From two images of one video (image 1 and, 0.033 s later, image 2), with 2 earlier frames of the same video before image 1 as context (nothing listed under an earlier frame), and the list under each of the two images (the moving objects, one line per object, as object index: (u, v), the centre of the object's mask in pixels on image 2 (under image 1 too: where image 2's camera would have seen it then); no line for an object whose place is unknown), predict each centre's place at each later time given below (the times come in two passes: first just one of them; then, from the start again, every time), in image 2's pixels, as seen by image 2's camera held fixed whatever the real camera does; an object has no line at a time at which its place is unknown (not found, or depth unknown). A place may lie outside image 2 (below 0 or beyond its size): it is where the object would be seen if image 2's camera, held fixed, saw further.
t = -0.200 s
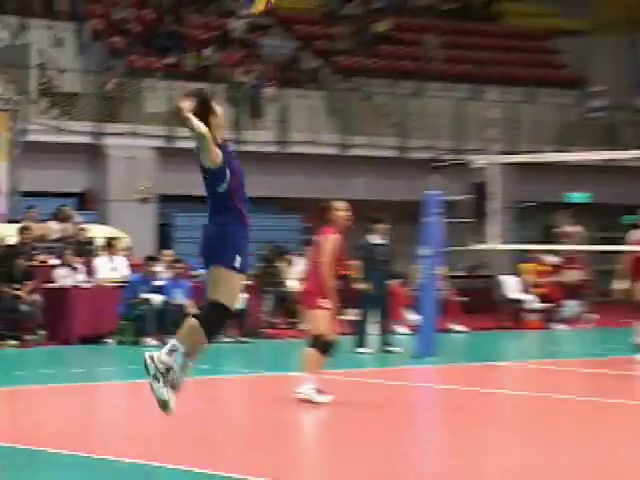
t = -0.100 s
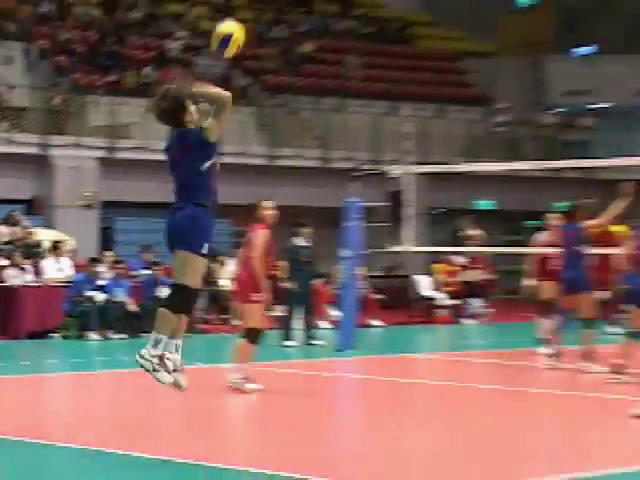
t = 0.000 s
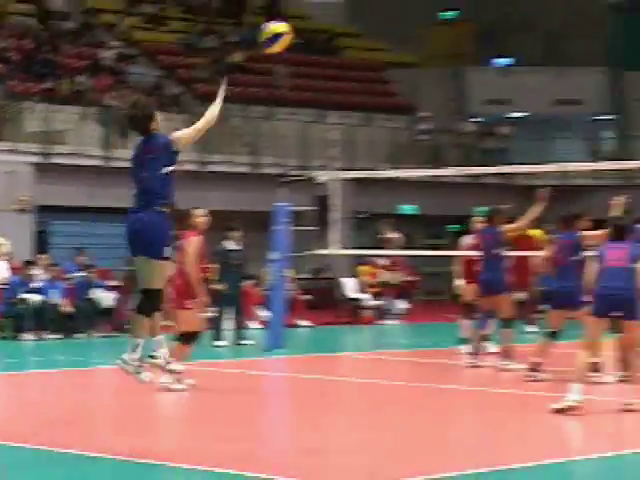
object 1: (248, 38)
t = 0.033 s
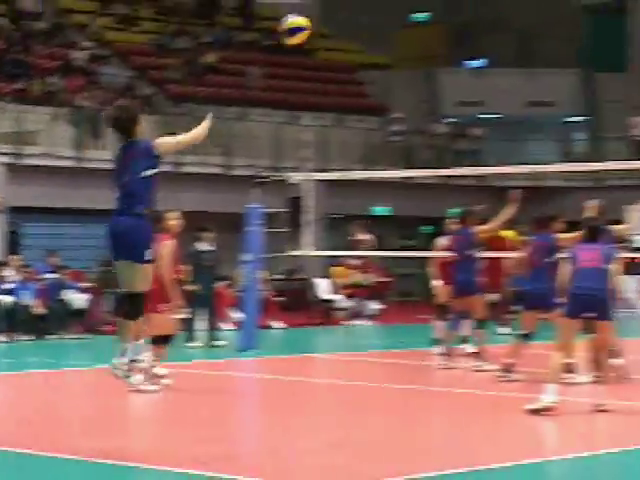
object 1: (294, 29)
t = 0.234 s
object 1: (513, 13)
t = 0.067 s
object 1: (338, 23)
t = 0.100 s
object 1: (377, 18)
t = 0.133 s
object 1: (414, 15)
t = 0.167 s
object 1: (449, 14)
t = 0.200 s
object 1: (483, 13)
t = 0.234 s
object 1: (513, 13)
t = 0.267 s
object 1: (541, 15)
